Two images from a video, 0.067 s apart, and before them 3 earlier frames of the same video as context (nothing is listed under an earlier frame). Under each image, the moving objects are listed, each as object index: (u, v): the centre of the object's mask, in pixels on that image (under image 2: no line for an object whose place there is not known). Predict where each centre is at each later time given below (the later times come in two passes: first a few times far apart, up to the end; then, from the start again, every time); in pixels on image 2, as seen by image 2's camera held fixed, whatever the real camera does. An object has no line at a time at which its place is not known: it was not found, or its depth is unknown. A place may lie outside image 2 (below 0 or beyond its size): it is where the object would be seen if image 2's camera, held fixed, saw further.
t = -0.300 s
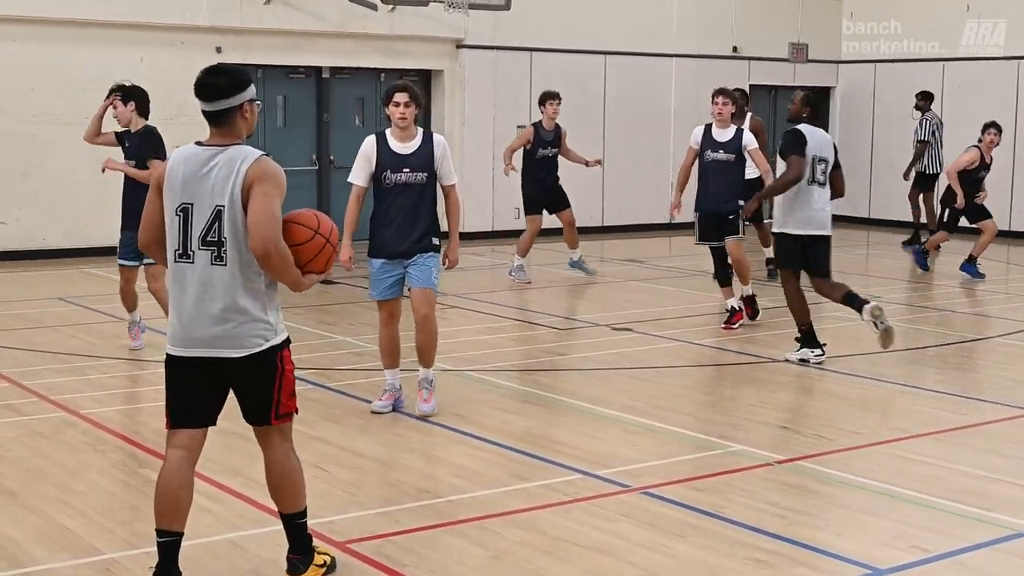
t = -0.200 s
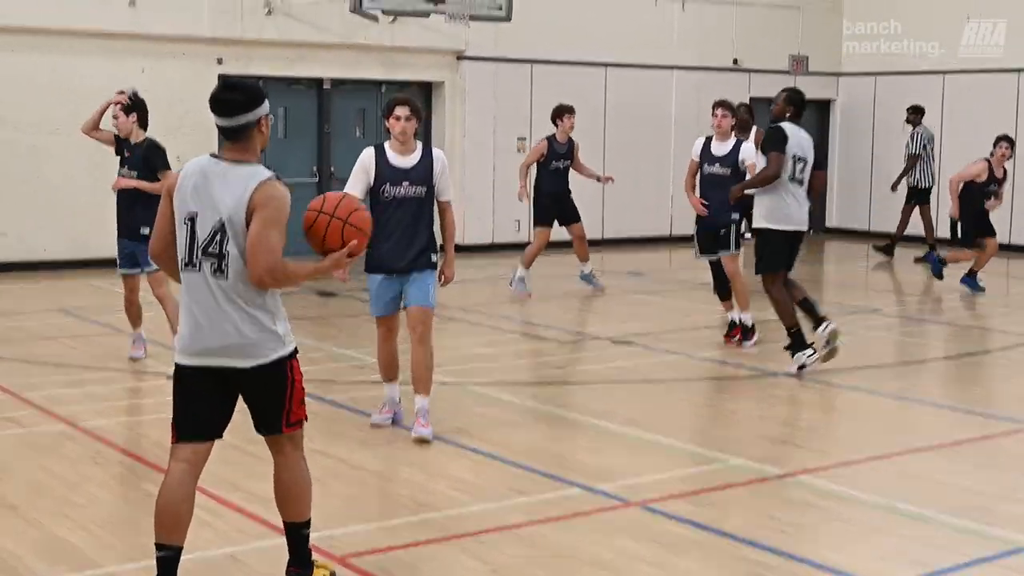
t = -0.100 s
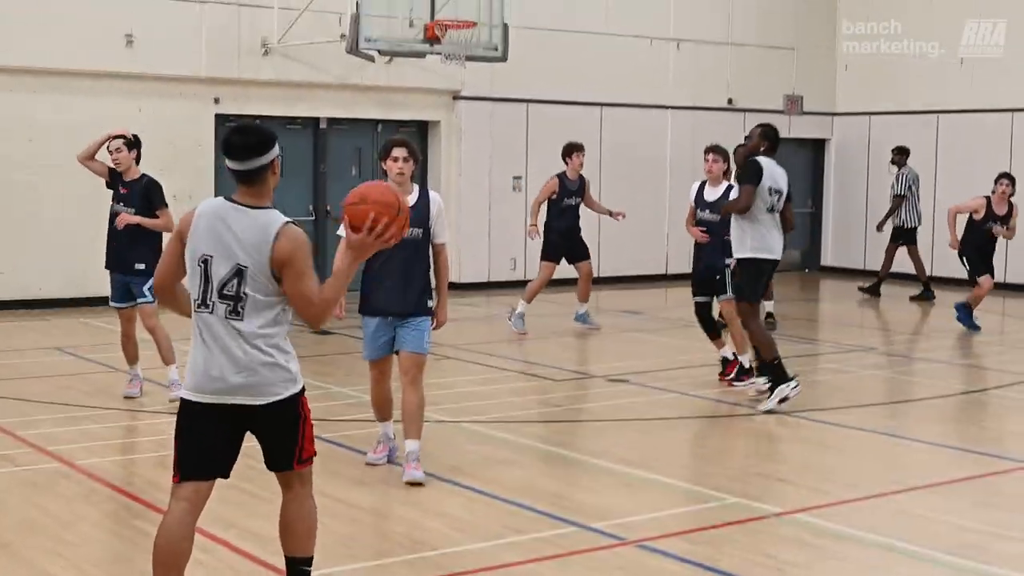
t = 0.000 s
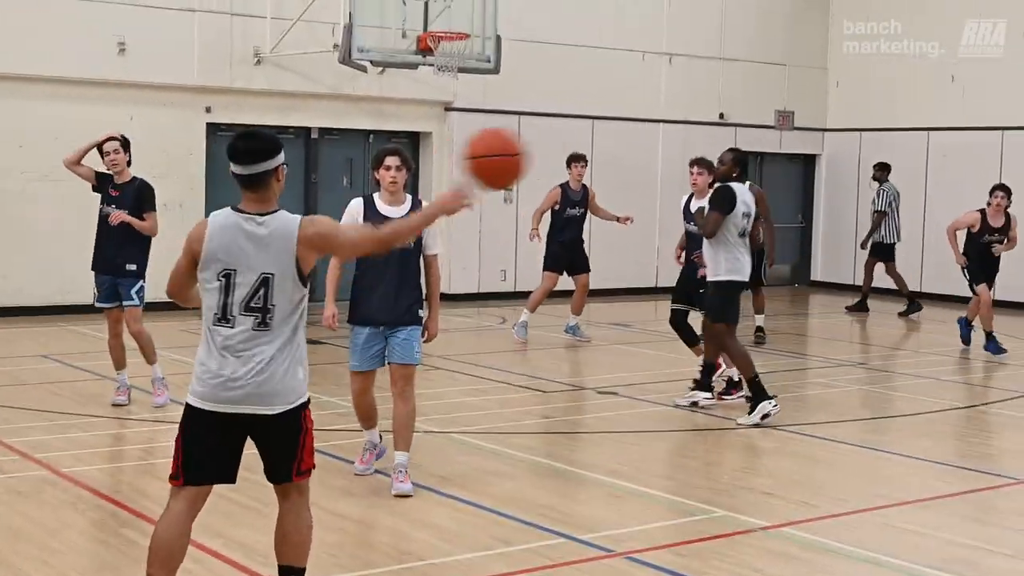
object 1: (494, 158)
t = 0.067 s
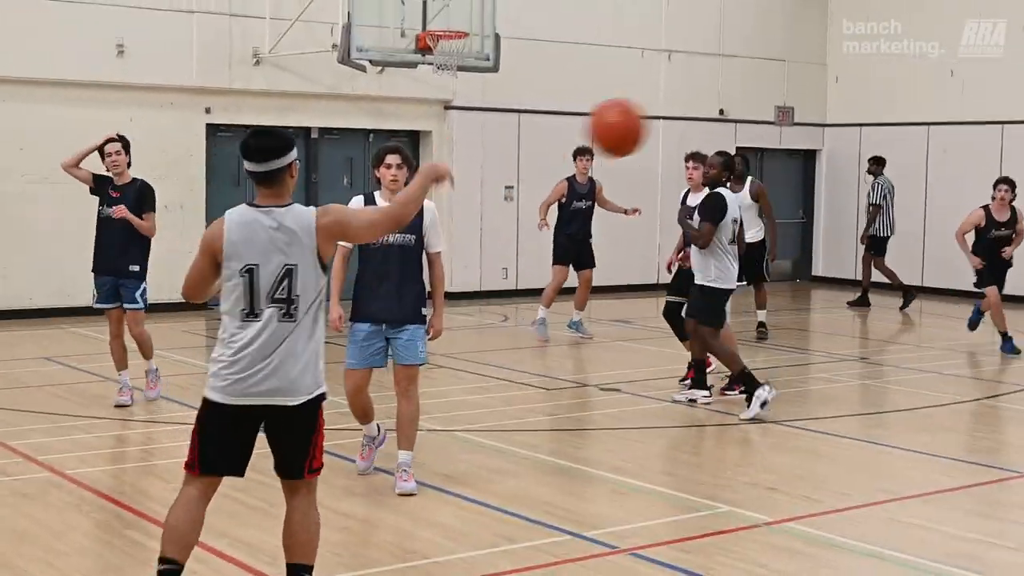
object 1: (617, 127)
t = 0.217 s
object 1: (833, 109)
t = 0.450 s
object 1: (1071, 160)
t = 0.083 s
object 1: (644, 123)
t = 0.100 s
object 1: (671, 118)
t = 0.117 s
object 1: (697, 115)
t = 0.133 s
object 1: (721, 112)
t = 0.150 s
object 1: (745, 110)
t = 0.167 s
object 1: (768, 109)
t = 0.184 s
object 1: (791, 108)
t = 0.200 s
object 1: (813, 108)
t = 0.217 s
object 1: (833, 109)
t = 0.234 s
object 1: (854, 110)
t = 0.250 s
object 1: (874, 112)
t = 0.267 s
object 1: (893, 114)
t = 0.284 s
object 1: (912, 116)
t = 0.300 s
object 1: (930, 119)
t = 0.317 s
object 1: (948, 123)
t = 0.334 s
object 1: (965, 126)
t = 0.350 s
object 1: (982, 129)
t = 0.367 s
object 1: (998, 134)
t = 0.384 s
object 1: (1014, 138)
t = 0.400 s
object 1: (1029, 143)
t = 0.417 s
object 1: (1043, 148)
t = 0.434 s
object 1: (1057, 154)
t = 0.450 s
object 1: (1071, 160)
